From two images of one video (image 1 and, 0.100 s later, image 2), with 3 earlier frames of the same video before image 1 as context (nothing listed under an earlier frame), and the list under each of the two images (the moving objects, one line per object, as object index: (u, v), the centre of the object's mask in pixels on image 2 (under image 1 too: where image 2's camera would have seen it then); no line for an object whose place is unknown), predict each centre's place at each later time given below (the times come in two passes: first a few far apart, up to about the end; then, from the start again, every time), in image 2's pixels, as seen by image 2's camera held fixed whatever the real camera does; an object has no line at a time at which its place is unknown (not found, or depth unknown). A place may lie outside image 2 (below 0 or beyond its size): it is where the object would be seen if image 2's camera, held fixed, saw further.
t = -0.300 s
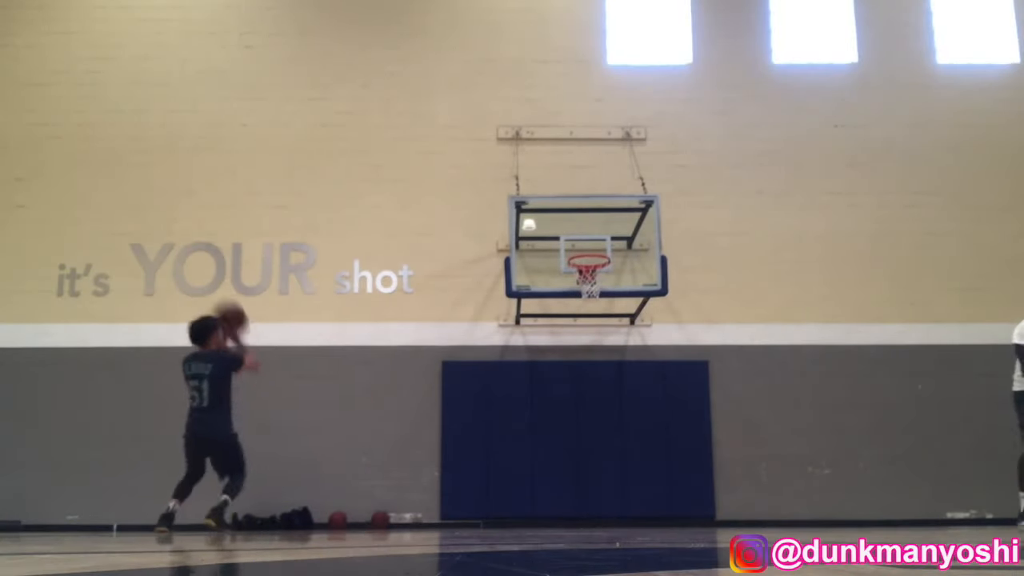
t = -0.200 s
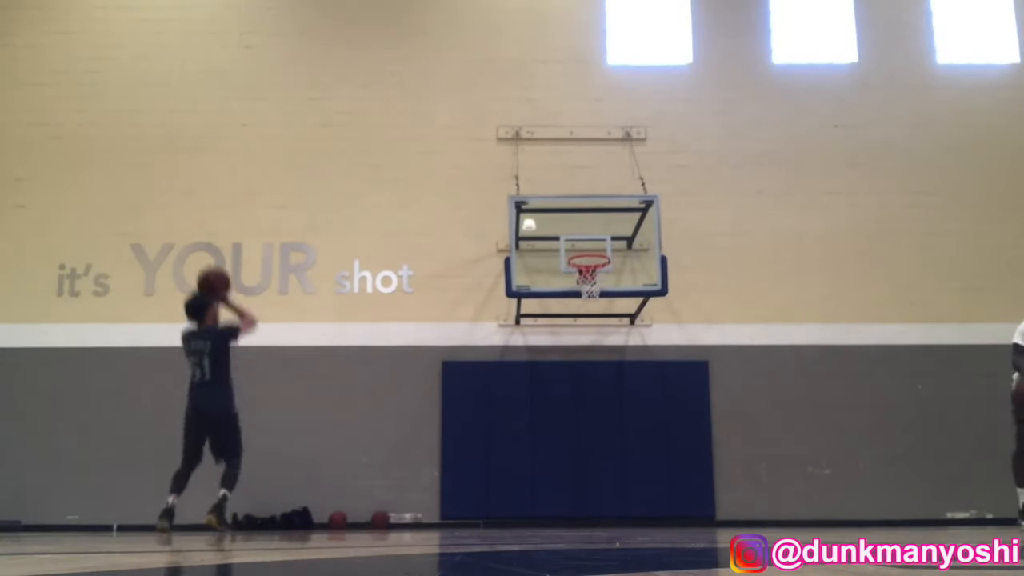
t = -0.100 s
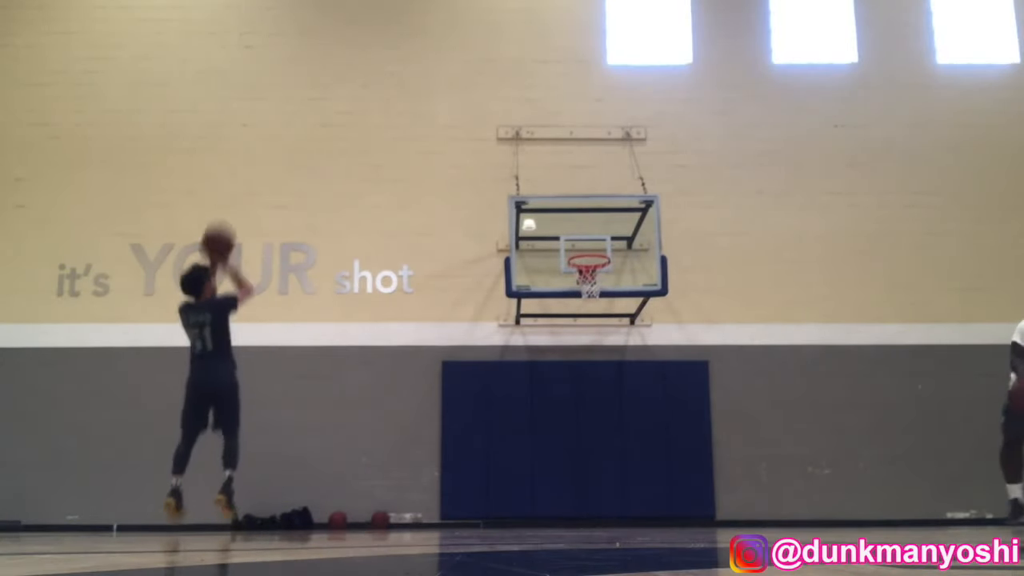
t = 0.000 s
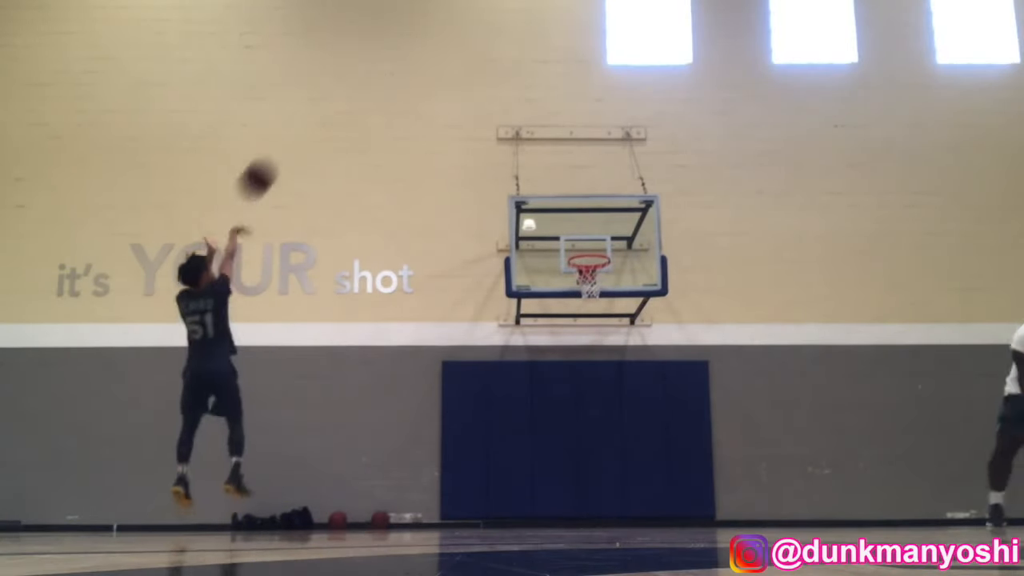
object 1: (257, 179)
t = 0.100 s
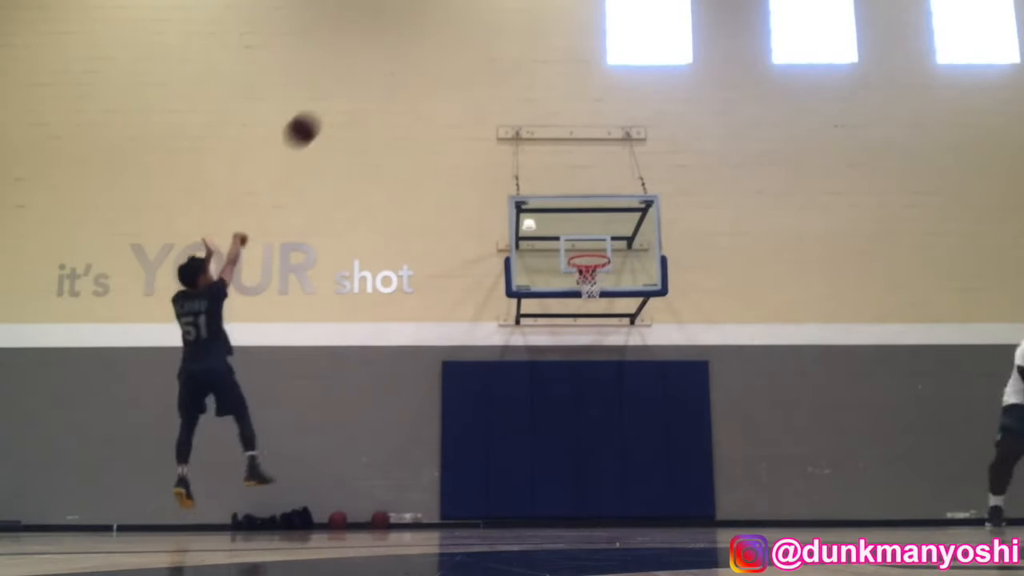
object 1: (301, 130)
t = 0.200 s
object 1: (341, 97)
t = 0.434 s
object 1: (417, 68)
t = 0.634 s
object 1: (471, 85)
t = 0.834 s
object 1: (517, 133)
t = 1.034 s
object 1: (559, 207)
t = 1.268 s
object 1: (596, 245)
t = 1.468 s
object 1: (620, 253)
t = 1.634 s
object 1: (638, 271)
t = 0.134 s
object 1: (315, 117)
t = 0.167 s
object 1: (328, 106)
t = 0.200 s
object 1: (341, 97)
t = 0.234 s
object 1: (353, 88)
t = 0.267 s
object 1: (365, 82)
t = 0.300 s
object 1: (376, 77)
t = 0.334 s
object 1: (386, 73)
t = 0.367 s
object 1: (397, 70)
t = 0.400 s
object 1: (407, 68)
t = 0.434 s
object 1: (417, 68)
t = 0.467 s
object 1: (426, 68)
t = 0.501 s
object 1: (436, 70)
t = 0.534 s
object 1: (445, 72)
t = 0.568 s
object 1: (454, 76)
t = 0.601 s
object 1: (462, 80)
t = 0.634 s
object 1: (471, 85)
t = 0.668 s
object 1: (479, 91)
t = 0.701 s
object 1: (487, 98)
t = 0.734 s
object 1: (495, 105)
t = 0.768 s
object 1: (502, 114)
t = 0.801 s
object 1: (510, 123)
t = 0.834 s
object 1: (517, 133)
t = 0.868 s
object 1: (524, 142)
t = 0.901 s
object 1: (532, 155)
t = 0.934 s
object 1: (538, 166)
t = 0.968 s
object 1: (545, 179)
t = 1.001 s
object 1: (551, 191)
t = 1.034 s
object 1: (559, 207)
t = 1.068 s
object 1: (565, 223)
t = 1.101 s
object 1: (571, 235)
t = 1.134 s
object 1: (577, 247)
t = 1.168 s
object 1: (582, 245)
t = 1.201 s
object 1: (587, 245)
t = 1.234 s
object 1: (591, 244)
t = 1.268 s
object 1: (596, 245)
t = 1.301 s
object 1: (601, 246)
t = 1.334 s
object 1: (605, 248)
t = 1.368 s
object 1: (610, 251)
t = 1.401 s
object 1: (614, 252)
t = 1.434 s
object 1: (617, 252)
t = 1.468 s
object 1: (620, 253)
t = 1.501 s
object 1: (623, 255)
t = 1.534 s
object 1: (627, 257)
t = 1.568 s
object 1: (631, 260)
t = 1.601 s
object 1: (635, 265)
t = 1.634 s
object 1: (638, 271)
